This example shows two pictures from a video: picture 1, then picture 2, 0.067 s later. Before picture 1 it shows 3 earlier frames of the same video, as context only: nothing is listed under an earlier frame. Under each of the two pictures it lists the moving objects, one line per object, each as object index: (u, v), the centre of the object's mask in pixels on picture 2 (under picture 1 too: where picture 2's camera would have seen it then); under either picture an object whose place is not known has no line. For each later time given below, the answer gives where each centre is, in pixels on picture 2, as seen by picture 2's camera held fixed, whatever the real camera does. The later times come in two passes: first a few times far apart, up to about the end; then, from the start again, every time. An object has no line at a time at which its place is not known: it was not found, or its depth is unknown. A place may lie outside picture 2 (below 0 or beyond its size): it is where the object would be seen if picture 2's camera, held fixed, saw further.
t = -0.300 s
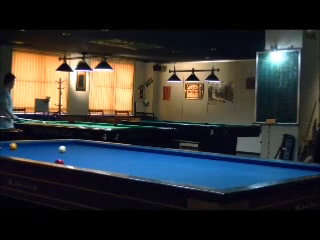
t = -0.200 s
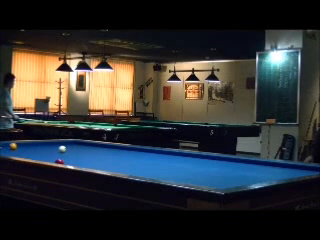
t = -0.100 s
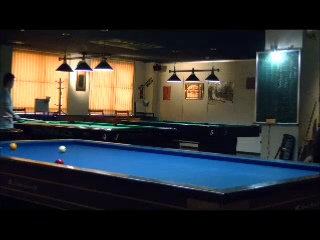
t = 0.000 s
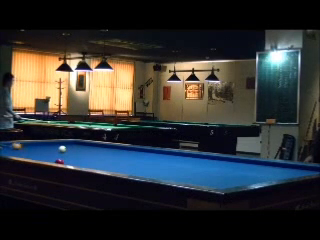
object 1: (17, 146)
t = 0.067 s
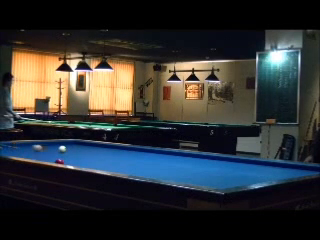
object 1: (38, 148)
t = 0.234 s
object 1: (66, 151)
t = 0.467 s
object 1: (87, 157)
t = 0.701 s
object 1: (111, 163)
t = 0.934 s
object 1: (140, 170)
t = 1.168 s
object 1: (176, 178)
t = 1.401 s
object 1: (215, 184)
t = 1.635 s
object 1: (183, 180)
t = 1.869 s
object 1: (163, 177)
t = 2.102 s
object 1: (145, 173)
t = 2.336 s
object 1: (128, 171)
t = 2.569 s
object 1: (113, 169)
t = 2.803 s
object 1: (99, 167)
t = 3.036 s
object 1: (86, 164)
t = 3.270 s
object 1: (82, 164)
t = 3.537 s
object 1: (84, 164)
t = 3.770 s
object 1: (85, 163)
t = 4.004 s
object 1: (86, 163)
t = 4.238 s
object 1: (87, 164)
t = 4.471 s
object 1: (88, 164)
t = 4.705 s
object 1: (88, 164)
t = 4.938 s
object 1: (88, 163)
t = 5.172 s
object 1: (88, 163)
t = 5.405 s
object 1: (89, 164)
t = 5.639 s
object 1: (89, 163)
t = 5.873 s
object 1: (89, 163)
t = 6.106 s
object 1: (89, 163)
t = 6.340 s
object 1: (89, 164)
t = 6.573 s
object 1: (89, 164)
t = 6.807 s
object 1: (89, 164)
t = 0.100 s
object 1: (47, 148)
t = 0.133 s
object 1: (56, 149)
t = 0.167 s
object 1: (59, 150)
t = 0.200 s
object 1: (62, 151)
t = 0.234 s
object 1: (66, 151)
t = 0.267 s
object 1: (68, 152)
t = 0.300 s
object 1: (71, 153)
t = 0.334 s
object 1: (75, 154)
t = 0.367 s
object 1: (78, 154)
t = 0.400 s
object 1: (81, 155)
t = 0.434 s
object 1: (83, 156)
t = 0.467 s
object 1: (87, 157)
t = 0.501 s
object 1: (90, 157)
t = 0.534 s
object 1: (93, 158)
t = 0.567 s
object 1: (96, 159)
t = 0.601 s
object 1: (100, 161)
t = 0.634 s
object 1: (103, 161)
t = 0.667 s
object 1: (107, 162)
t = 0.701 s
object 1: (111, 163)
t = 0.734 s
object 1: (115, 164)
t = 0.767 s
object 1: (119, 165)
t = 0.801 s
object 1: (123, 166)
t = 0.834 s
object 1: (127, 167)
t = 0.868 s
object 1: (131, 168)
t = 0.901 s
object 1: (136, 169)
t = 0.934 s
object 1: (140, 170)
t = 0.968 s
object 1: (144, 171)
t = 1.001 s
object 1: (149, 172)
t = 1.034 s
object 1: (154, 173)
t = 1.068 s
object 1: (160, 174)
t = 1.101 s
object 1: (165, 175)
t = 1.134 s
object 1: (170, 176)
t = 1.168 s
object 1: (176, 178)
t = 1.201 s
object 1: (182, 179)
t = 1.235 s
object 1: (188, 180)
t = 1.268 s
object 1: (195, 181)
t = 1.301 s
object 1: (201, 182)
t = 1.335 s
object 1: (208, 184)
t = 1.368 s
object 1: (216, 184)
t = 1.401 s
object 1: (215, 184)
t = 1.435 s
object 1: (209, 183)
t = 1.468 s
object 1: (202, 182)
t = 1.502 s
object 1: (197, 182)
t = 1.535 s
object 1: (194, 181)
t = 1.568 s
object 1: (190, 181)
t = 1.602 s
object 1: (187, 180)
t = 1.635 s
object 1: (183, 180)
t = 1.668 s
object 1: (181, 179)
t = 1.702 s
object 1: (178, 179)
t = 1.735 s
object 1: (175, 178)
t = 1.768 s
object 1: (172, 178)
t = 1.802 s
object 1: (169, 178)
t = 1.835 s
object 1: (166, 177)
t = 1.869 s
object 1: (163, 177)
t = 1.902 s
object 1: (161, 176)
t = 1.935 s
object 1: (158, 176)
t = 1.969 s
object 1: (156, 175)
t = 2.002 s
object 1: (153, 175)
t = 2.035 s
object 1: (150, 174)
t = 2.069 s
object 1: (148, 174)
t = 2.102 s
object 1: (145, 173)
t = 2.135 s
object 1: (143, 173)
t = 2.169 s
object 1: (140, 173)
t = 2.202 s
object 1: (138, 172)
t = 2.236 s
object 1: (135, 172)
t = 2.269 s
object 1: (133, 172)
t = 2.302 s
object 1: (131, 171)
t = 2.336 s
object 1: (128, 171)
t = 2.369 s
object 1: (126, 171)
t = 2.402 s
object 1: (123, 170)
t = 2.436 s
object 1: (121, 170)
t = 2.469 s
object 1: (119, 170)
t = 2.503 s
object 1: (117, 170)
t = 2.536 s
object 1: (115, 169)
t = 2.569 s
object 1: (113, 169)
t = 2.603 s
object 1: (110, 168)
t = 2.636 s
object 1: (109, 168)
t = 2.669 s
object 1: (107, 168)
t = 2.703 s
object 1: (105, 167)
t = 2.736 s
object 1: (103, 167)
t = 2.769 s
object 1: (101, 167)
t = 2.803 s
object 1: (99, 167)
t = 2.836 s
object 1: (97, 166)
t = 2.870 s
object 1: (95, 166)
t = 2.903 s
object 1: (93, 166)
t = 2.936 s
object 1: (92, 165)
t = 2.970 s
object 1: (89, 165)
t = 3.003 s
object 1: (87, 165)
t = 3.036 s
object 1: (86, 164)
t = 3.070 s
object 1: (84, 164)
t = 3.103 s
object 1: (83, 164)
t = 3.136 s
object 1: (81, 163)
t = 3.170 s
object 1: (82, 163)
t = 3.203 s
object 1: (81, 164)
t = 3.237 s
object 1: (82, 164)
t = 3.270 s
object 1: (82, 164)
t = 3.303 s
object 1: (82, 164)
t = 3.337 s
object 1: (83, 164)
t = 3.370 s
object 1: (83, 164)
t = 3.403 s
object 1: (83, 164)
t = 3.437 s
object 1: (83, 164)
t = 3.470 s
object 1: (83, 164)
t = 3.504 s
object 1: (84, 164)
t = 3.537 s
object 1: (84, 164)
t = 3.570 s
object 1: (84, 164)
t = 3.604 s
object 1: (84, 164)
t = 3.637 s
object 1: (85, 164)
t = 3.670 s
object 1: (84, 163)
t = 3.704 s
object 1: (85, 163)
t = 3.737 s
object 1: (85, 163)
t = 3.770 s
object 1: (85, 163)
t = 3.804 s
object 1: (85, 163)
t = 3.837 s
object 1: (86, 163)
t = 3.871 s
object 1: (86, 163)
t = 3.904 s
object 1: (86, 164)
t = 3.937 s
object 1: (86, 163)
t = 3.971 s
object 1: (86, 163)
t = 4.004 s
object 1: (86, 163)
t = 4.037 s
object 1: (86, 164)
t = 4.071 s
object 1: (87, 164)
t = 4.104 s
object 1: (87, 164)
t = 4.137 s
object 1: (87, 164)
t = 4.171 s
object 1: (87, 164)
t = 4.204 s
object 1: (87, 164)
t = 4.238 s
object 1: (87, 164)
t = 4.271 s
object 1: (87, 164)
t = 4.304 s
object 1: (87, 164)
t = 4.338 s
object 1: (88, 164)
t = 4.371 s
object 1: (87, 164)
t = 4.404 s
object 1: (88, 164)
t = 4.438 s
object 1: (88, 164)
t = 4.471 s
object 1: (88, 164)
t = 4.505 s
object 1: (88, 164)
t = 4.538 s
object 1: (88, 164)
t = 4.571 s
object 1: (88, 164)
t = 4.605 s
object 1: (88, 164)
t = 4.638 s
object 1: (88, 164)
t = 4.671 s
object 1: (88, 164)
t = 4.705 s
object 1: (88, 164)
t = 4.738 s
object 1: (88, 164)
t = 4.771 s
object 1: (89, 164)
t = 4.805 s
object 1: (88, 164)
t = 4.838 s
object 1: (89, 164)
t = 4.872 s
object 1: (89, 164)
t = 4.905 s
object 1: (89, 164)
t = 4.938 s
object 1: (88, 163)
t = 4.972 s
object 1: (88, 164)
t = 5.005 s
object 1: (89, 164)
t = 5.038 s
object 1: (88, 163)
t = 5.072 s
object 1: (89, 164)
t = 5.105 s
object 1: (89, 163)
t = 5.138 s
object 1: (88, 163)
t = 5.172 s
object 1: (88, 163)
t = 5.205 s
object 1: (89, 164)
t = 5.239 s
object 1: (89, 164)
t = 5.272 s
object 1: (88, 163)
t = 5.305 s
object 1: (88, 163)
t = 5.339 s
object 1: (89, 164)
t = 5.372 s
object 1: (89, 164)
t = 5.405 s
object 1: (89, 164)
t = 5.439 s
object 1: (89, 163)
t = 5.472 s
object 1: (88, 163)
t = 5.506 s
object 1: (89, 163)
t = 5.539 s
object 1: (88, 163)
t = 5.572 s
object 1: (89, 163)
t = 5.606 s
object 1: (88, 164)
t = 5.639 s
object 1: (89, 163)
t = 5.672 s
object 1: (89, 163)
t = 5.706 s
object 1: (89, 163)
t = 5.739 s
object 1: (88, 164)
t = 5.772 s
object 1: (88, 164)
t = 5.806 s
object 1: (88, 164)
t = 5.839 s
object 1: (89, 163)
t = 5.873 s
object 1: (89, 163)
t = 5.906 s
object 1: (89, 163)
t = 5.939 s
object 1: (89, 164)
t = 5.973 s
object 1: (89, 163)
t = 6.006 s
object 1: (89, 164)
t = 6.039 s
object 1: (89, 163)
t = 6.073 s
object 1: (89, 163)
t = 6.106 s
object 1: (89, 163)
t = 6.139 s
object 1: (89, 163)
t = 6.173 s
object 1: (89, 164)
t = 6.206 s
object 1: (89, 163)
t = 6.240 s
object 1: (89, 164)
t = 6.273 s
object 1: (89, 163)
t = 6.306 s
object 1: (89, 164)
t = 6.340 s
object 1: (89, 164)
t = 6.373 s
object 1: (89, 164)
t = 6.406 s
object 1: (89, 164)
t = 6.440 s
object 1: (89, 163)
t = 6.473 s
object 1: (89, 163)
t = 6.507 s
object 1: (89, 163)
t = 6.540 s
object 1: (88, 164)
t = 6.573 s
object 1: (89, 164)
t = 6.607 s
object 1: (88, 163)
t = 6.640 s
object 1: (89, 163)
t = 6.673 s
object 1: (89, 164)
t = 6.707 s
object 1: (89, 164)
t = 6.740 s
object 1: (89, 164)
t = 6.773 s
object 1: (89, 164)
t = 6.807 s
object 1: (89, 164)
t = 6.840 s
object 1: (89, 164)
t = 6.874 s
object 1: (89, 164)
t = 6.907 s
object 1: (89, 164)
